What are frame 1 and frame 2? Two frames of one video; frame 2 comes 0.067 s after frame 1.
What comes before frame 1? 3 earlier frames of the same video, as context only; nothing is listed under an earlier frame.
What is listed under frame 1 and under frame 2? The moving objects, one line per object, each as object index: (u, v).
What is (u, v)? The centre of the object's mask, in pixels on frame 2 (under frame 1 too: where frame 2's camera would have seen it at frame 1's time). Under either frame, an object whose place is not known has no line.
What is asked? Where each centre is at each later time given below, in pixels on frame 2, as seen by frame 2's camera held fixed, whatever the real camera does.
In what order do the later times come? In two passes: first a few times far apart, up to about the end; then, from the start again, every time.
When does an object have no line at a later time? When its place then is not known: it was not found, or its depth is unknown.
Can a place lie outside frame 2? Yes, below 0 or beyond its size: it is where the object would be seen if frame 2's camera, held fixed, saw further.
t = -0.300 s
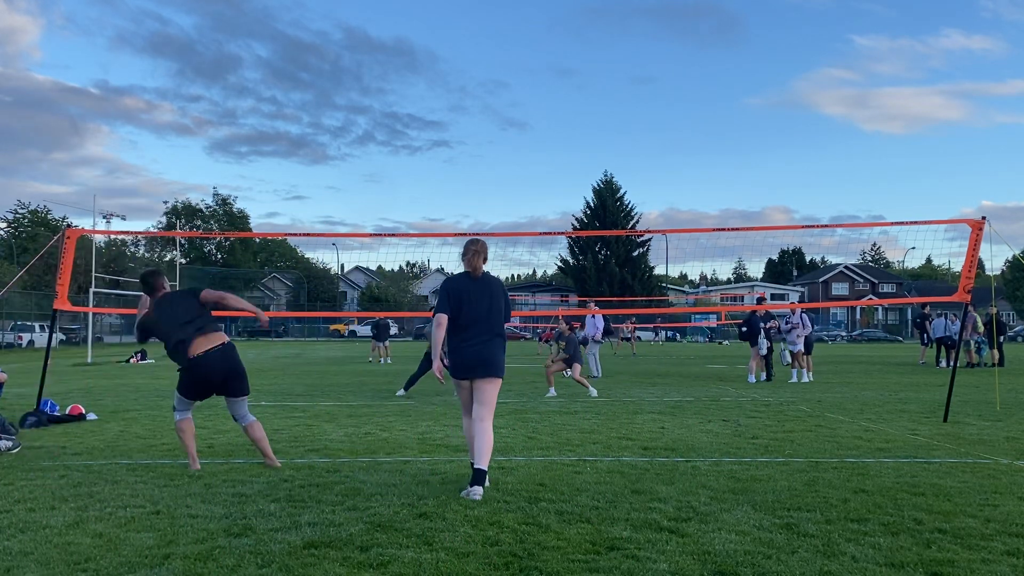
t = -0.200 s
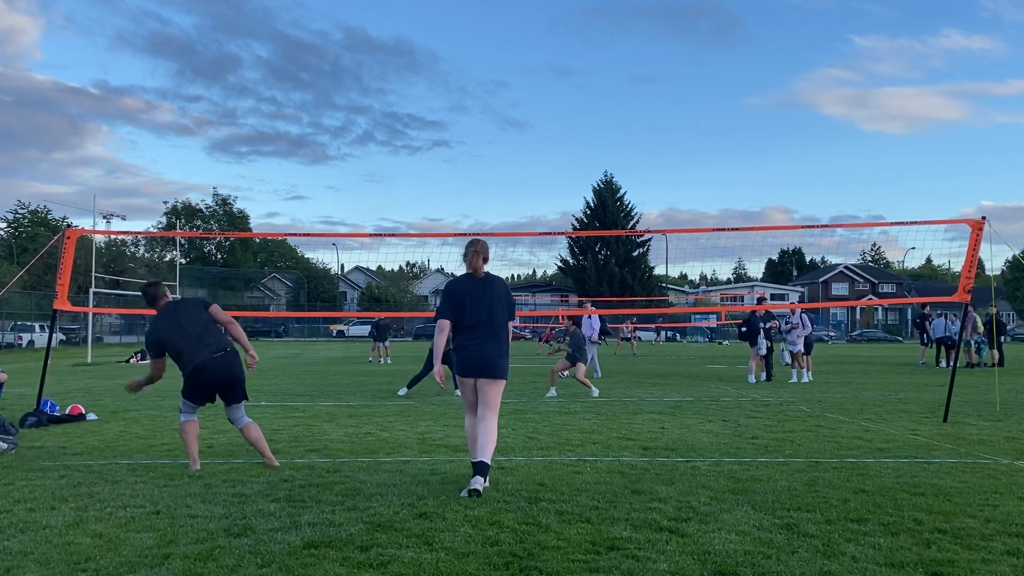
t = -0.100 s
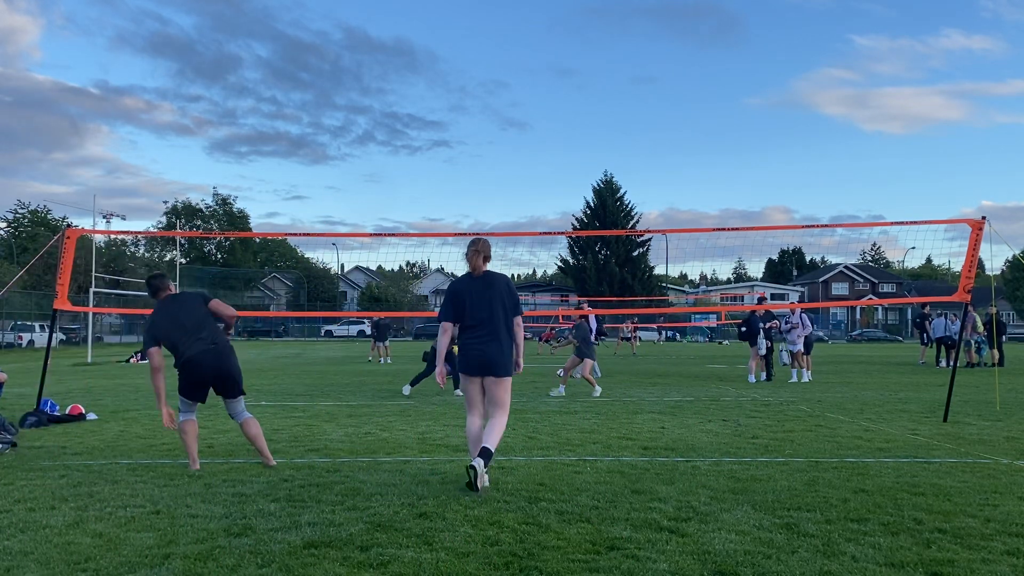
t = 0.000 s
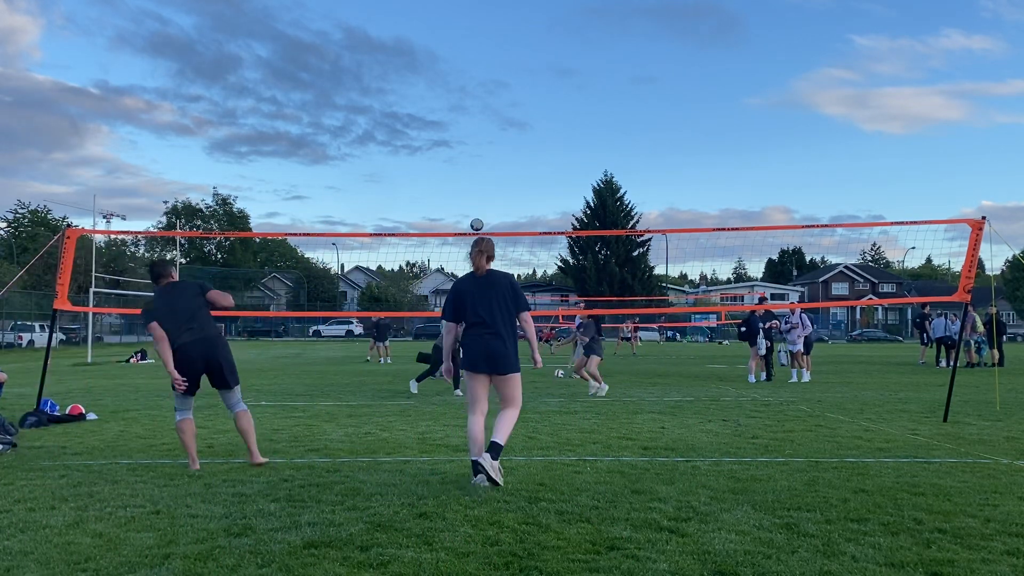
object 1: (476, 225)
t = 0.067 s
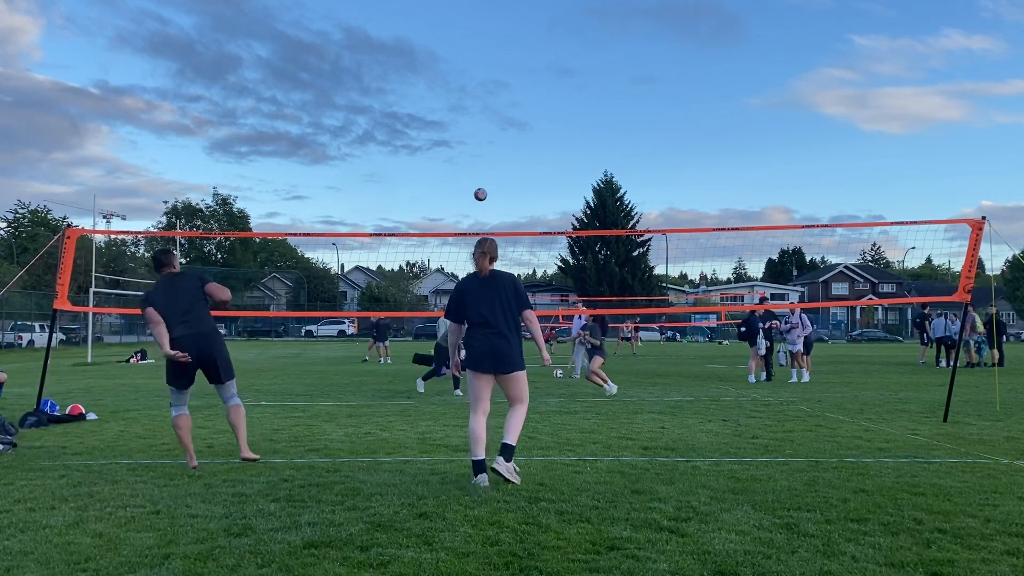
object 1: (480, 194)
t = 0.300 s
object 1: (493, 109)
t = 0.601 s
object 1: (508, 48)
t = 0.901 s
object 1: (523, 43)
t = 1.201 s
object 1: (537, 97)
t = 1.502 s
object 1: (553, 211)
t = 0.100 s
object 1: (482, 180)
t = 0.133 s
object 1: (484, 167)
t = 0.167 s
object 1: (486, 154)
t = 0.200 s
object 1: (487, 142)
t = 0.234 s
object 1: (489, 130)
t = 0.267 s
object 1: (491, 119)
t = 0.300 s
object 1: (493, 109)
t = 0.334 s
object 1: (495, 100)
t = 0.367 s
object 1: (496, 91)
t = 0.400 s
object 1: (498, 82)
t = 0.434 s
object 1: (500, 75)
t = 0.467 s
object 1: (502, 68)
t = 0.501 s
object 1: (503, 62)
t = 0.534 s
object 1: (505, 57)
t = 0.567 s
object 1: (507, 52)
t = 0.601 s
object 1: (508, 48)
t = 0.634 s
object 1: (510, 44)
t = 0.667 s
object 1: (511, 42)
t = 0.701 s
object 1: (513, 40)
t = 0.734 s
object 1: (515, 39)
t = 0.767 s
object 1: (516, 38)
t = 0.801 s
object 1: (518, 38)
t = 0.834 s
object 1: (520, 39)
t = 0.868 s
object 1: (521, 41)
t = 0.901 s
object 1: (523, 43)
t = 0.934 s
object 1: (524, 46)
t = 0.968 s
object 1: (526, 50)
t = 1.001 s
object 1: (528, 54)
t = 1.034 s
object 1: (529, 59)
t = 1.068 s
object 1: (531, 65)
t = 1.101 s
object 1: (532, 72)
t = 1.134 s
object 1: (534, 80)
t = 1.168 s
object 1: (536, 88)
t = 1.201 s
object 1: (537, 97)
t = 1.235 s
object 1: (539, 106)
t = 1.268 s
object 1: (541, 117)
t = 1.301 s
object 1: (542, 128)
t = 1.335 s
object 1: (544, 140)
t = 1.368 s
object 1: (546, 153)
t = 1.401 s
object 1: (547, 166)
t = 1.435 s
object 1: (549, 180)
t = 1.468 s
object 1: (551, 195)
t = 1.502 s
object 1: (553, 211)
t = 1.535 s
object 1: (554, 226)
